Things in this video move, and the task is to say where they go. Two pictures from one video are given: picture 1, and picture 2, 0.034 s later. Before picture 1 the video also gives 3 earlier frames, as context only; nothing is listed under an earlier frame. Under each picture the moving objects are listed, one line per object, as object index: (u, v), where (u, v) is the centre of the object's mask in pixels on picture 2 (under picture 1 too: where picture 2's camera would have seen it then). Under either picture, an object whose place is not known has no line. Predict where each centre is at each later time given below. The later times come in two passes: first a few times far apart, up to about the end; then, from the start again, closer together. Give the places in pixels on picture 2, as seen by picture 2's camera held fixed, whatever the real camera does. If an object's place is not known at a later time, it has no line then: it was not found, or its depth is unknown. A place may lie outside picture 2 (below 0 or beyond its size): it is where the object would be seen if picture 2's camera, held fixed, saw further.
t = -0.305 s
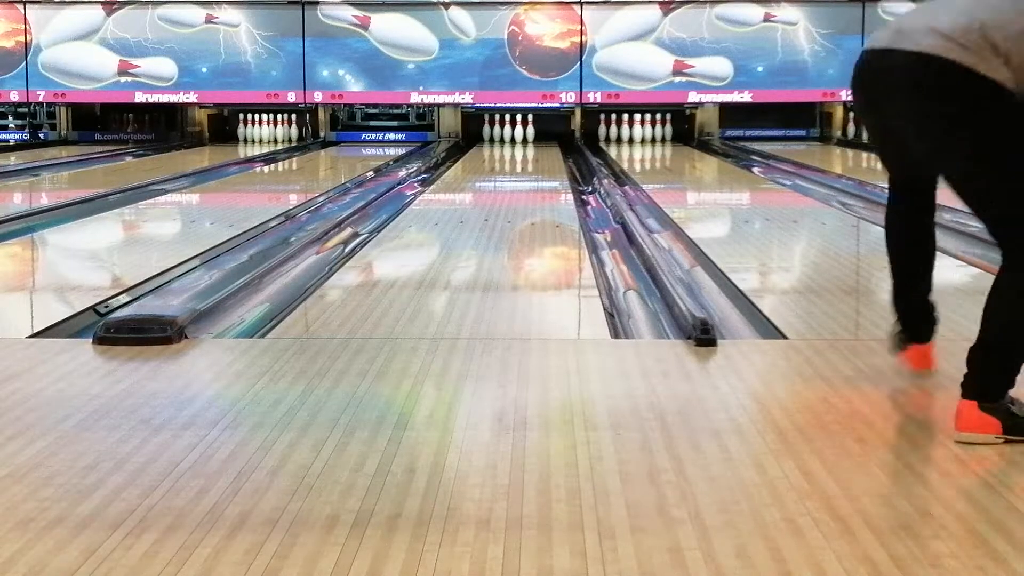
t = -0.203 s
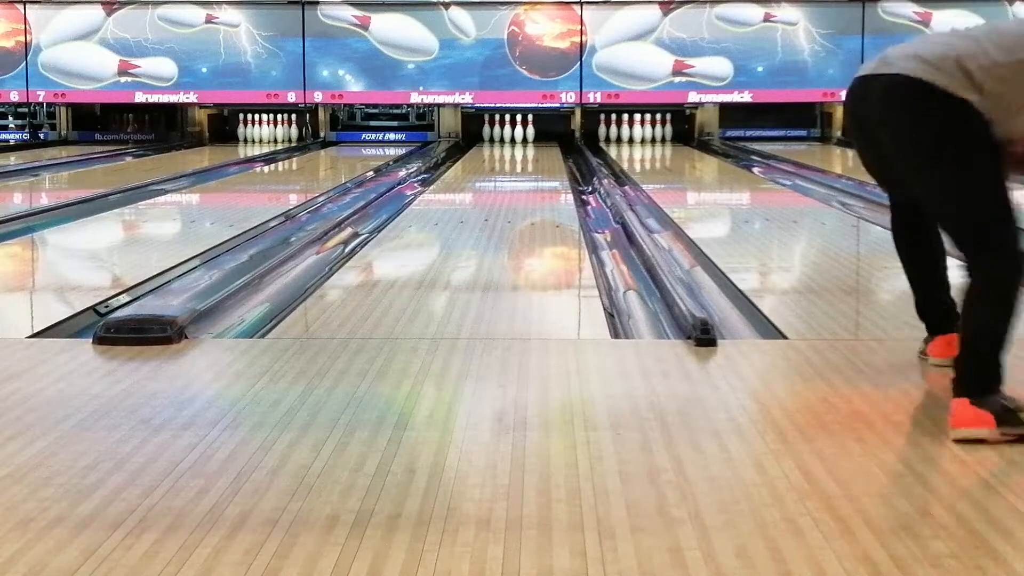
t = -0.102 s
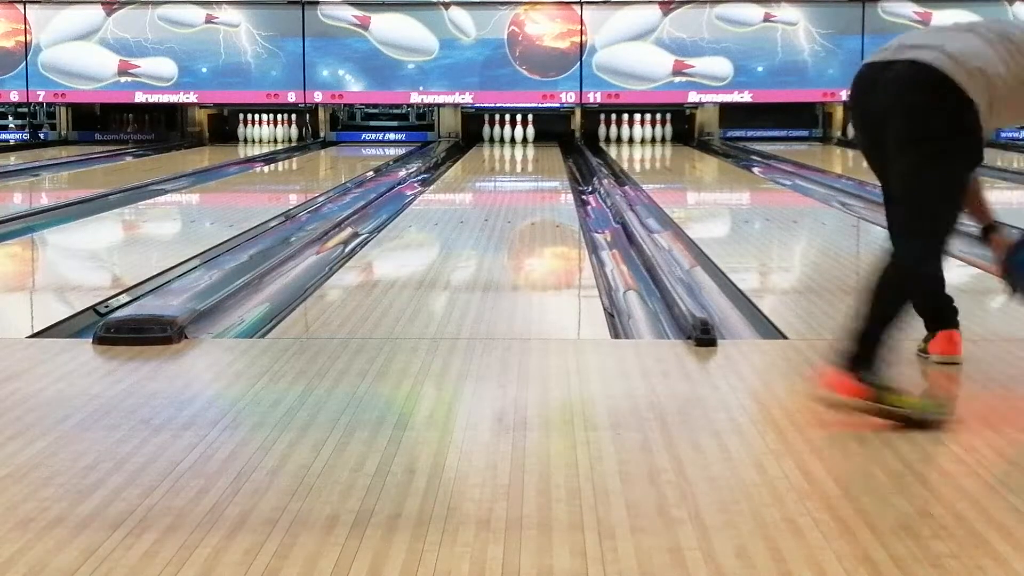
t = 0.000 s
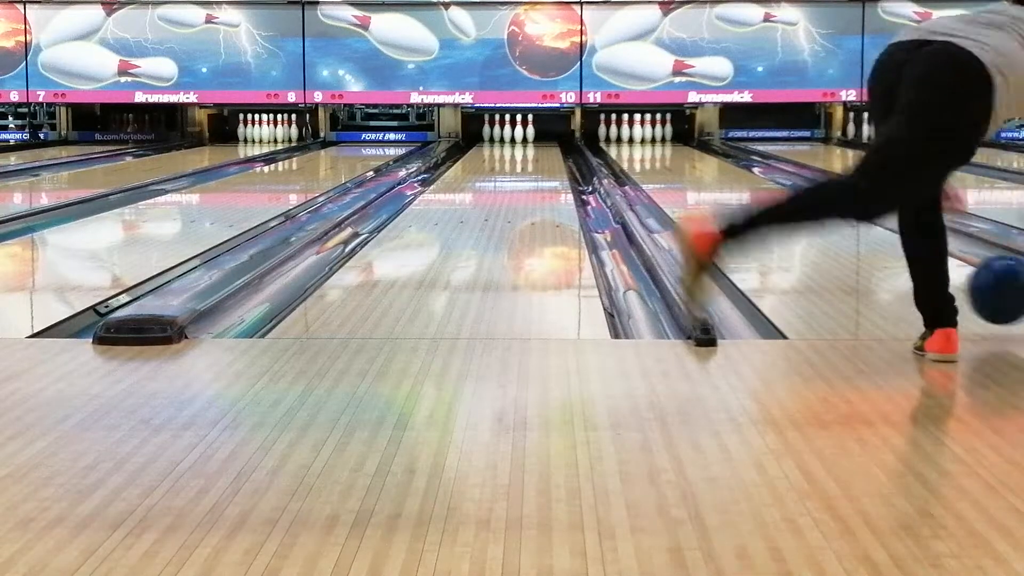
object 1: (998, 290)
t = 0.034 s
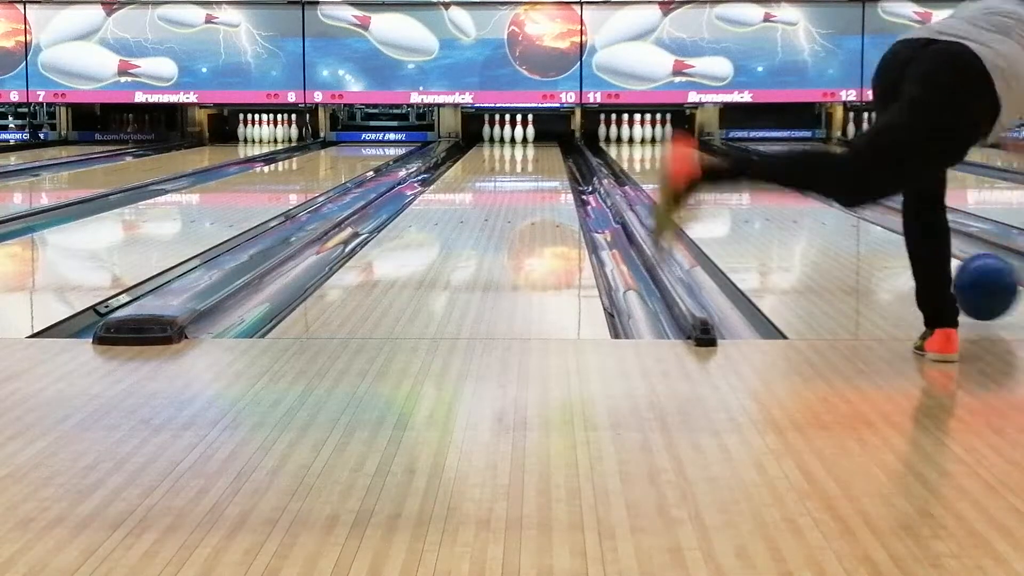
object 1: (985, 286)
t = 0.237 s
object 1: (896, 249)
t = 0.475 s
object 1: (842, 215)
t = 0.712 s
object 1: (802, 193)
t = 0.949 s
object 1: (771, 178)
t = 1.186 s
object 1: (747, 167)
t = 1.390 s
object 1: (729, 159)
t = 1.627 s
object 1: (710, 152)
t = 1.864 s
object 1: (692, 146)
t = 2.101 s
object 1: (677, 142)
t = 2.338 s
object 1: (661, 138)
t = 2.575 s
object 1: (647, 135)
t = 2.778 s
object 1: (649, 134)
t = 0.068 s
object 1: (975, 282)
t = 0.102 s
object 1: (967, 274)
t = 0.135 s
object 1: (960, 266)
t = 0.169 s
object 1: (906, 264)
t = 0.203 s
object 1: (901, 256)
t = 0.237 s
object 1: (896, 249)
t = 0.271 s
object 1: (891, 242)
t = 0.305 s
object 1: (884, 237)
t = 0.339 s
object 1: (873, 236)
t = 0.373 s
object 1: (866, 227)
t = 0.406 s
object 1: (858, 223)
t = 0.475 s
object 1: (842, 215)
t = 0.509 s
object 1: (836, 212)
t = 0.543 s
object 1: (830, 208)
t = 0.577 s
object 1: (824, 205)
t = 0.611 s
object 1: (818, 202)
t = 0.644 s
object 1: (812, 200)
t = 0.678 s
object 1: (807, 197)
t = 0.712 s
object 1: (802, 193)
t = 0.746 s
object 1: (797, 191)
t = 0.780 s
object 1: (792, 189)
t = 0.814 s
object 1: (788, 186)
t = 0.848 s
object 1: (783, 185)
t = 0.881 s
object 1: (779, 182)
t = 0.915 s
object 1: (775, 181)
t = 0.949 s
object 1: (771, 178)
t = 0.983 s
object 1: (767, 176)
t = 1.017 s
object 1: (763, 175)
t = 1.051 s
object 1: (760, 173)
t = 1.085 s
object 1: (756, 172)
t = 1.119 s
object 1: (753, 169)
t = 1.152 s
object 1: (749, 168)
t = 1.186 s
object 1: (747, 167)
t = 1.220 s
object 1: (743, 165)
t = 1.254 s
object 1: (740, 164)
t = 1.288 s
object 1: (738, 163)
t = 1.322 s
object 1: (735, 161)
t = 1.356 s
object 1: (732, 160)
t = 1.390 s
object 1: (729, 159)
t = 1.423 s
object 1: (726, 158)
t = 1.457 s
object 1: (723, 157)
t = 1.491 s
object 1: (719, 156)
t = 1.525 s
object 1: (717, 155)
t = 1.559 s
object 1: (715, 154)
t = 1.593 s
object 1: (712, 153)
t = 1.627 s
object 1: (710, 152)
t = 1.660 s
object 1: (707, 151)
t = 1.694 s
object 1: (705, 150)
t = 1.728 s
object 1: (702, 149)
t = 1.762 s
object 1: (700, 148)
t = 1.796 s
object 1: (698, 147)
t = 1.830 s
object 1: (695, 147)
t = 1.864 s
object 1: (692, 146)
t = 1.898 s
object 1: (691, 145)
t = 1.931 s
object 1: (688, 145)
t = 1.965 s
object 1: (686, 144)
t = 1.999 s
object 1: (683, 144)
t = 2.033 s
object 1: (681, 143)
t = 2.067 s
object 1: (679, 142)
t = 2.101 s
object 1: (677, 142)
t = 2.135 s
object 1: (674, 141)
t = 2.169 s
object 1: (672, 141)
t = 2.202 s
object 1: (670, 140)
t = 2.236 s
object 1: (668, 139)
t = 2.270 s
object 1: (666, 139)
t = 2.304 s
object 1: (664, 138)
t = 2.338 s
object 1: (661, 138)
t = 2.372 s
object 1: (659, 137)
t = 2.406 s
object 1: (657, 137)
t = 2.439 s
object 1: (655, 136)
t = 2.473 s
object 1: (653, 136)
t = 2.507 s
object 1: (651, 135)
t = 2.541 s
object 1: (649, 135)
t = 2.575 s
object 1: (647, 135)
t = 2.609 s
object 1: (646, 135)
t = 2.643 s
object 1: (647, 135)
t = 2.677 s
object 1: (648, 135)
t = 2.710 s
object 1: (649, 134)
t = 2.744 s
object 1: (649, 134)
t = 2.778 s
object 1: (649, 134)
